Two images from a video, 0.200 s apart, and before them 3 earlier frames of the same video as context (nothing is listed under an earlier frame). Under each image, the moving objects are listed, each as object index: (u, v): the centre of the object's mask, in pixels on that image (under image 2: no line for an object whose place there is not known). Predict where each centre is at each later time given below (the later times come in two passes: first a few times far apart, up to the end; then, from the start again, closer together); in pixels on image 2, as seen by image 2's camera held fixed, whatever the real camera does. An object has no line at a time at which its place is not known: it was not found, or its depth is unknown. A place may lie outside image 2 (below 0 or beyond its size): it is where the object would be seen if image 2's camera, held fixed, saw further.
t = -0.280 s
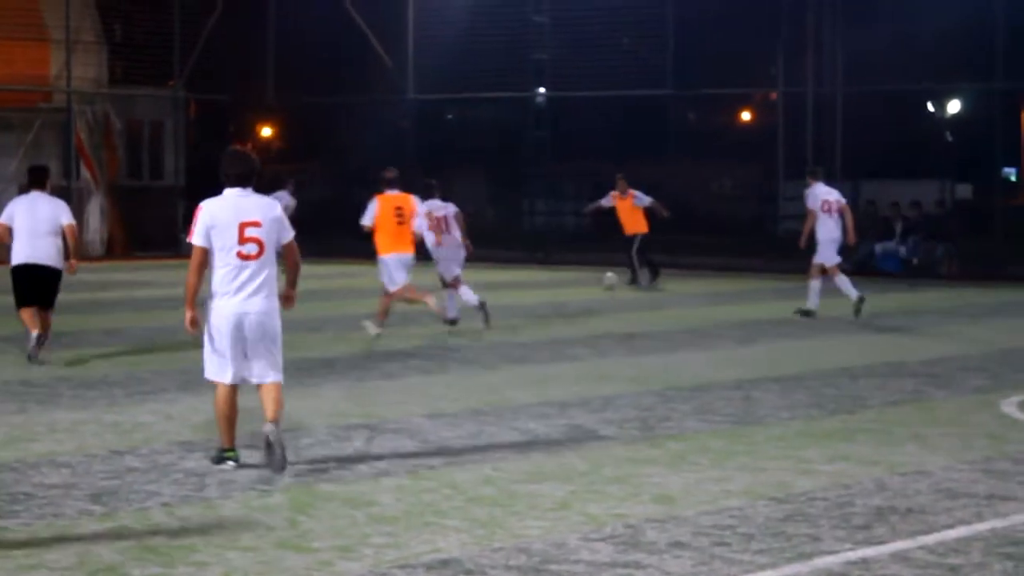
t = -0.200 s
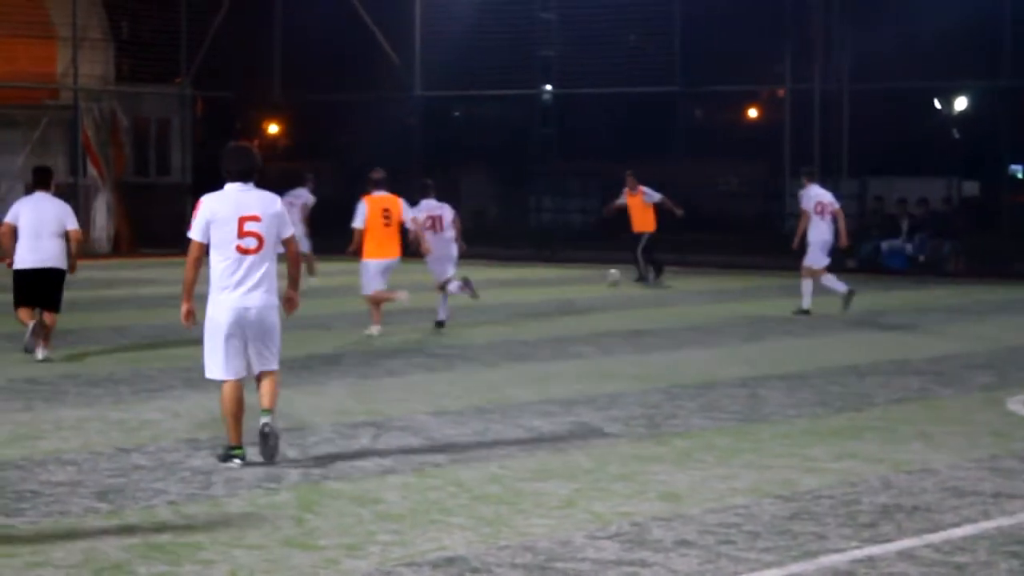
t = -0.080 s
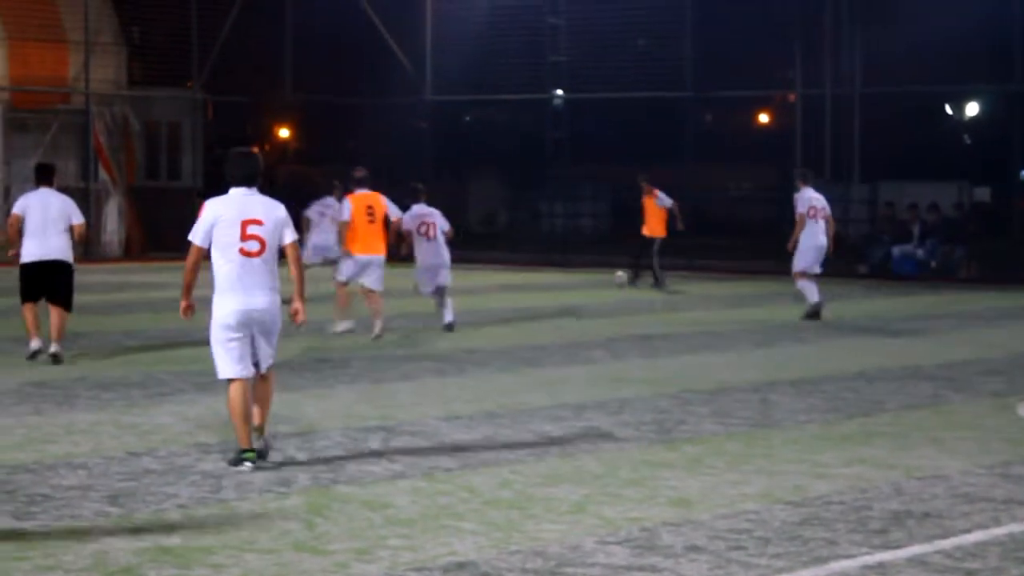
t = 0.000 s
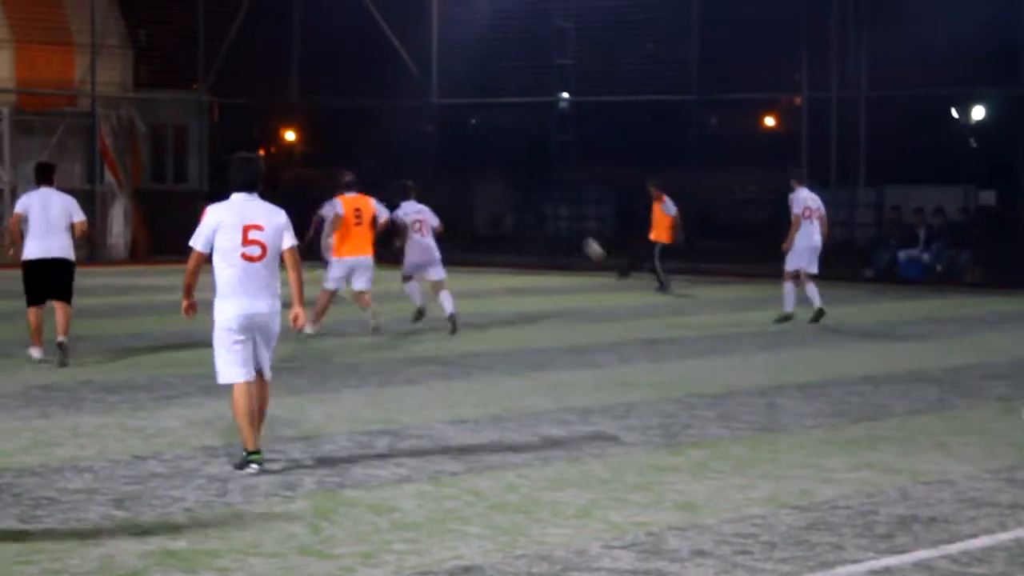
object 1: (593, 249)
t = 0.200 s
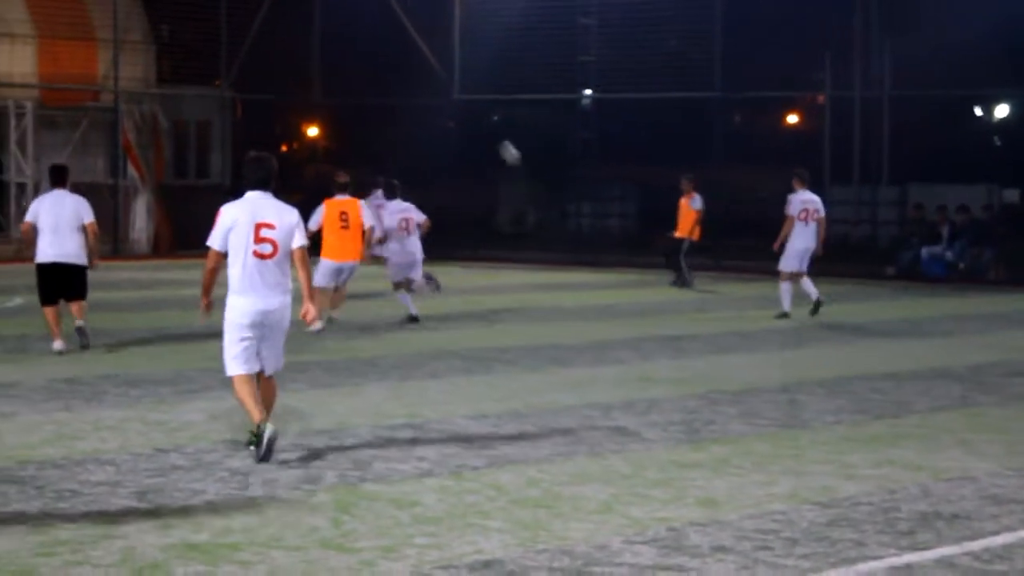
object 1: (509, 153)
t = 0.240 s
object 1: (487, 137)
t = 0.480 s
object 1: (352, 57)
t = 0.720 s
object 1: (210, 8)
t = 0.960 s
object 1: (59, -6)
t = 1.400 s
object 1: (-262, 82)
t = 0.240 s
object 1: (487, 137)
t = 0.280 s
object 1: (465, 122)
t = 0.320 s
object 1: (443, 107)
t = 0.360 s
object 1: (421, 94)
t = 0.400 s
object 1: (398, 81)
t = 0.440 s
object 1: (375, 68)
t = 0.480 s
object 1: (352, 57)
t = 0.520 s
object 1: (330, 47)
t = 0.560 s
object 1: (306, 37)
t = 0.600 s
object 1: (283, 29)
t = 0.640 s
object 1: (258, 21)
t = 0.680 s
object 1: (234, 14)
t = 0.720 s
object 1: (210, 8)
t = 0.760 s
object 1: (186, 3)
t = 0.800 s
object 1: (160, -1)
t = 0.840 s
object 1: (136, -5)
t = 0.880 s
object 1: (109, -6)
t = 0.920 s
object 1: (84, -7)
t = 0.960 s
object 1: (59, -6)
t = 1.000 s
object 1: (32, -5)
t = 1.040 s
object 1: (5, -1)
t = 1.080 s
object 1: (-23, 4)
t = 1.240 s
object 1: (-139, 34)
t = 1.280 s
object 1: (-169, 43)
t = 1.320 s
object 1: (-201, 54)
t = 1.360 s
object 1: (-233, 69)
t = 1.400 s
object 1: (-262, 82)
